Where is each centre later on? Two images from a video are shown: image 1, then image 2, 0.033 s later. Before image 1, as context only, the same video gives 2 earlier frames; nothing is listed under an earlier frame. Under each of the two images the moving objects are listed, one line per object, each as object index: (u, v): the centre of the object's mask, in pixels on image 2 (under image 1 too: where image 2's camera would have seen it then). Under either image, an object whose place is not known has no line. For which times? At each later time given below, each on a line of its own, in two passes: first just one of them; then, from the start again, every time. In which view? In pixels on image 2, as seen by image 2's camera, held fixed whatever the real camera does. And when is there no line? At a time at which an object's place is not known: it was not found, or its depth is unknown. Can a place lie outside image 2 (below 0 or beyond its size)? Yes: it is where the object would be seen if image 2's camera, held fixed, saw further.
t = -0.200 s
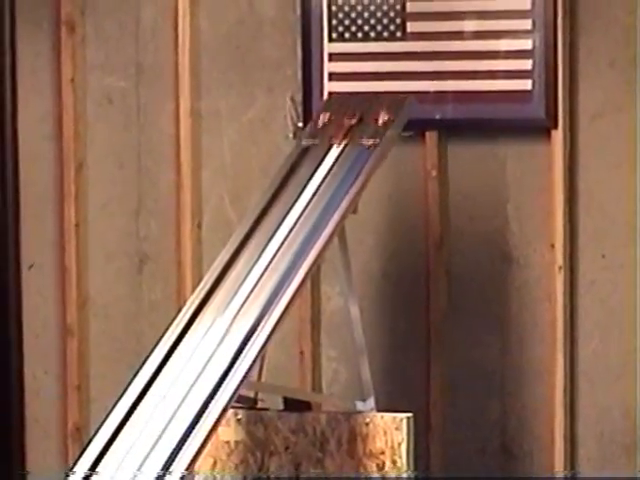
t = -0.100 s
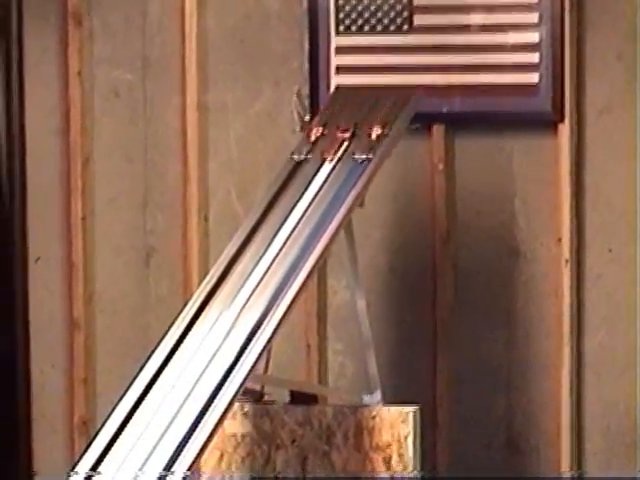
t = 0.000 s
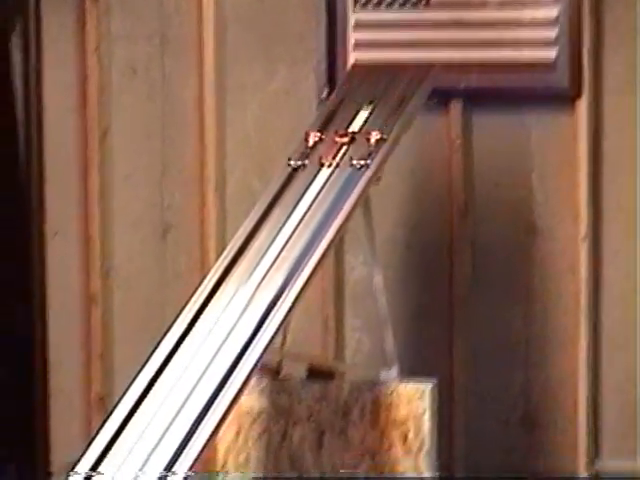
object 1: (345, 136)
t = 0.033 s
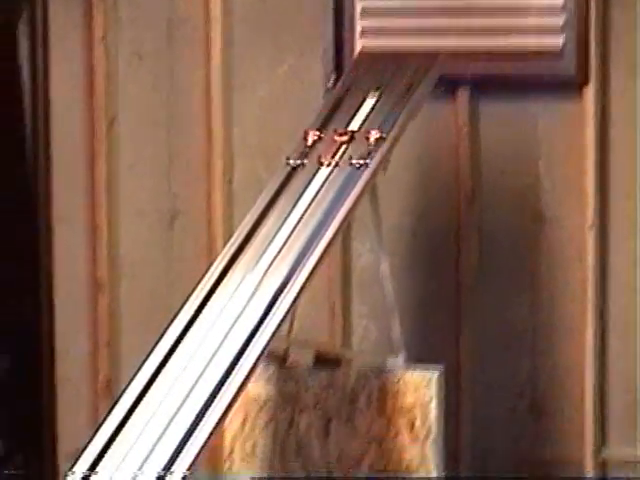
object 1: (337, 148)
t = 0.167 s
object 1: (299, 207)
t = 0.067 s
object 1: (329, 161)
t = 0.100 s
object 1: (319, 175)
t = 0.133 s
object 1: (310, 190)
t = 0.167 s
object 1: (299, 207)
